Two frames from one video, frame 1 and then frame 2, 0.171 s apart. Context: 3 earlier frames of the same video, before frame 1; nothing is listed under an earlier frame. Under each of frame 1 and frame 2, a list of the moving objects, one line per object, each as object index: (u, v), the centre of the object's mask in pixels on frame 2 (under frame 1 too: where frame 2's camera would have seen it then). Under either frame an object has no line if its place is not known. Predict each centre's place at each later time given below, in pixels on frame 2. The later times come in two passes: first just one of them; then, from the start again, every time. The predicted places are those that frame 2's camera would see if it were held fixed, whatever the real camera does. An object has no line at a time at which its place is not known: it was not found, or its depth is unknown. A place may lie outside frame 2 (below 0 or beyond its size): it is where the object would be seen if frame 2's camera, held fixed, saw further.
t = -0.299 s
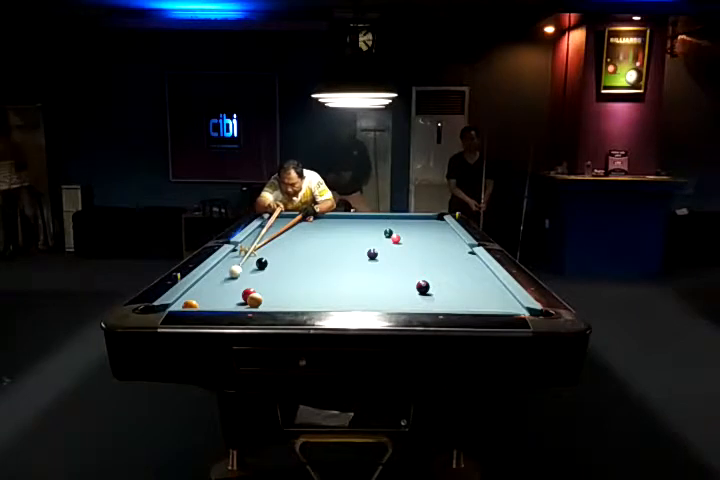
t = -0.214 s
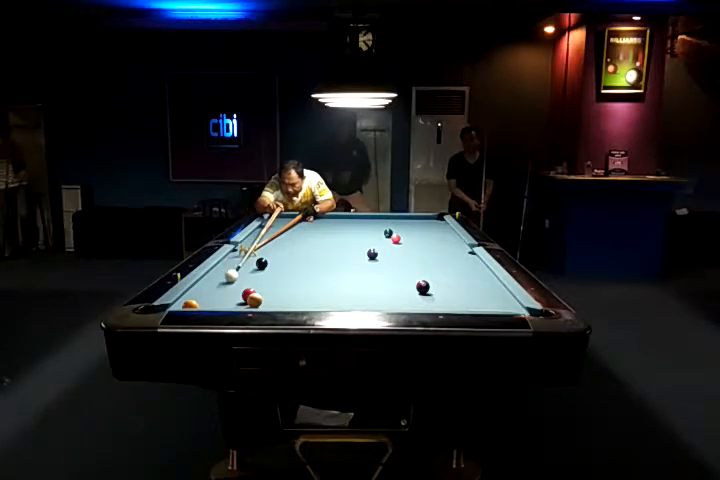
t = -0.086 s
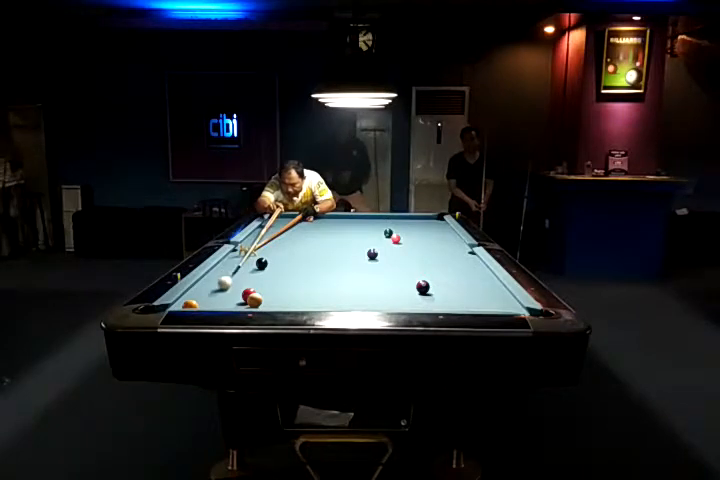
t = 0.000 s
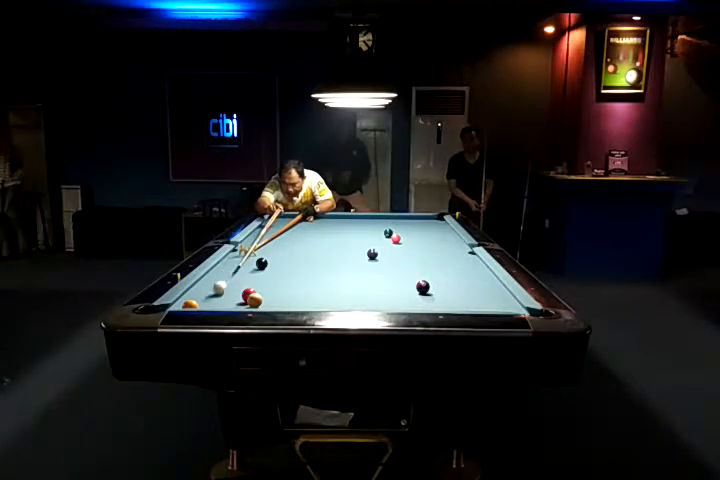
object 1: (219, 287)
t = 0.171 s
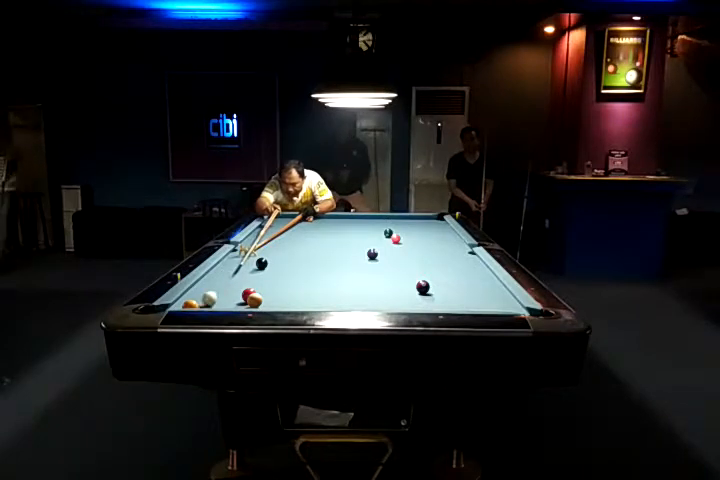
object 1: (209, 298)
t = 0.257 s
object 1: (206, 302)
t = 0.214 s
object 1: (207, 300)
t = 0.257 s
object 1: (206, 302)
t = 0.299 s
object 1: (208, 303)
